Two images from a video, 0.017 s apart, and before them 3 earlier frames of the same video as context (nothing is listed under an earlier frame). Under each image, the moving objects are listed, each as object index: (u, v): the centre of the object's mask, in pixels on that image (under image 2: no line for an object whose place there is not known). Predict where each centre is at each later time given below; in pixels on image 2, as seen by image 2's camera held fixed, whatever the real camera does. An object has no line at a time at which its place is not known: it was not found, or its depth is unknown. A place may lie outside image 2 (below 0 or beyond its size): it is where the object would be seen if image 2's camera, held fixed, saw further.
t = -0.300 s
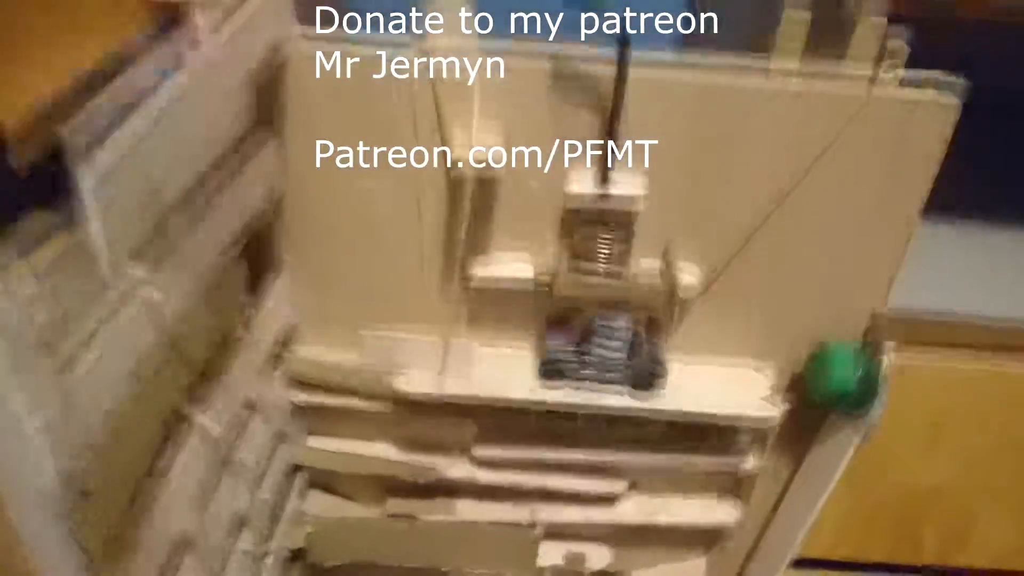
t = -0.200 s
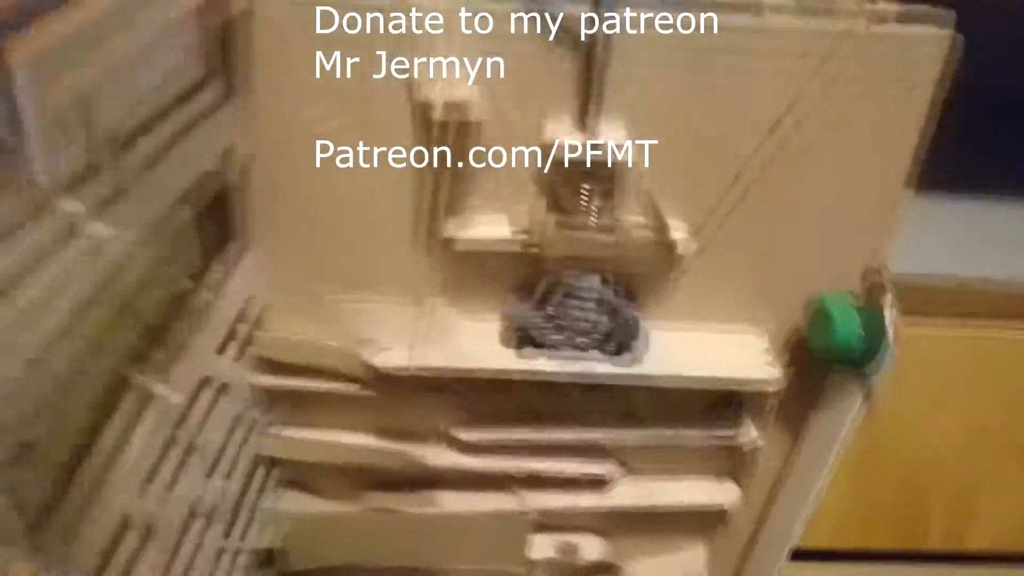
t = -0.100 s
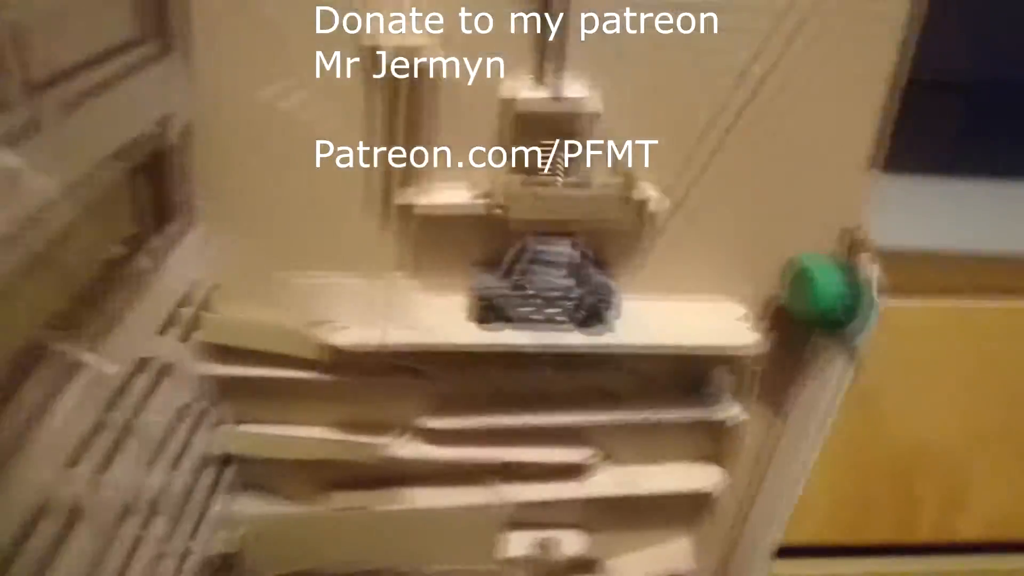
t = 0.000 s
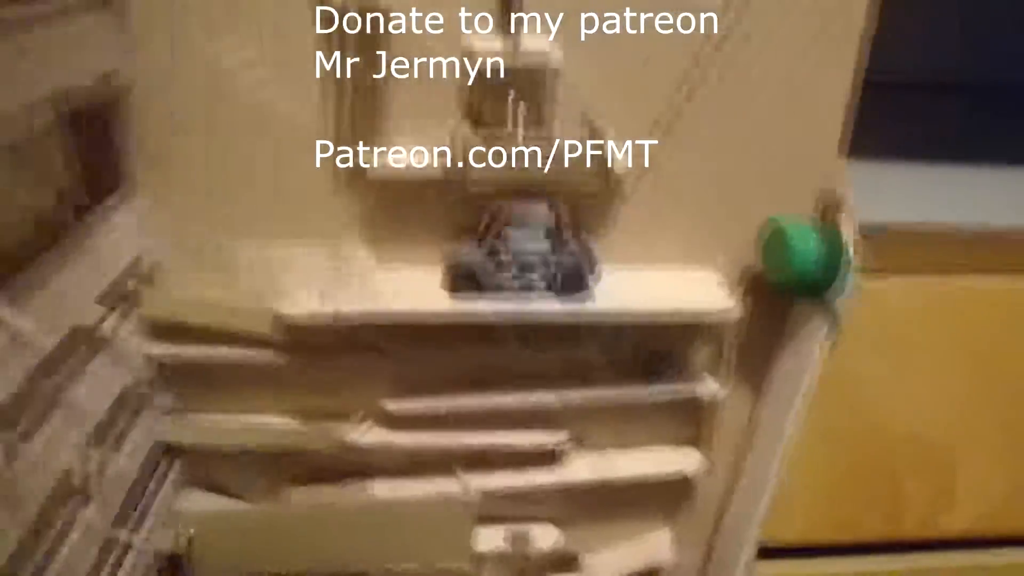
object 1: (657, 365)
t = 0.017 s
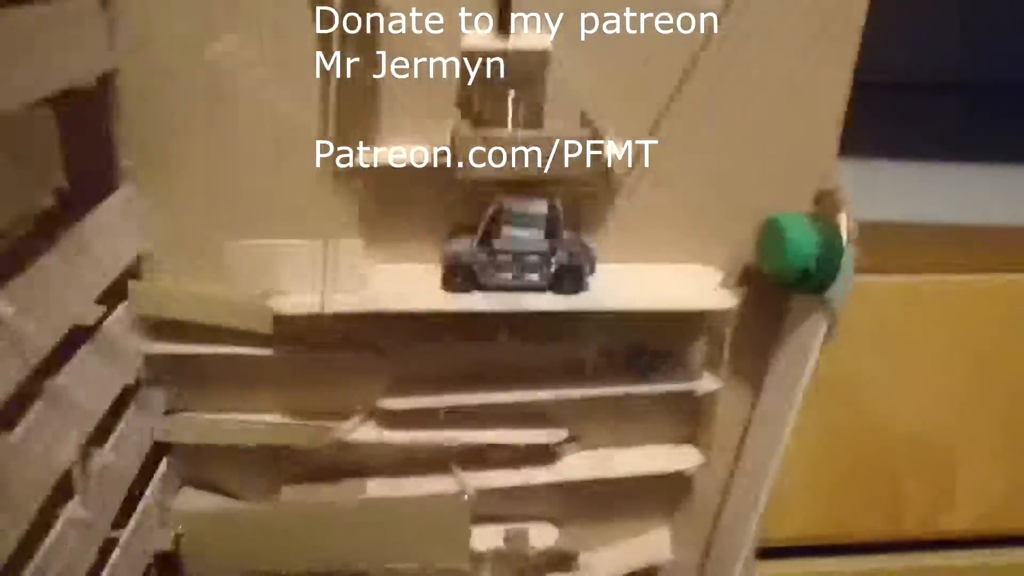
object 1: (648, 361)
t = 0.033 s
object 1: (638, 360)
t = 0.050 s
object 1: (635, 361)
